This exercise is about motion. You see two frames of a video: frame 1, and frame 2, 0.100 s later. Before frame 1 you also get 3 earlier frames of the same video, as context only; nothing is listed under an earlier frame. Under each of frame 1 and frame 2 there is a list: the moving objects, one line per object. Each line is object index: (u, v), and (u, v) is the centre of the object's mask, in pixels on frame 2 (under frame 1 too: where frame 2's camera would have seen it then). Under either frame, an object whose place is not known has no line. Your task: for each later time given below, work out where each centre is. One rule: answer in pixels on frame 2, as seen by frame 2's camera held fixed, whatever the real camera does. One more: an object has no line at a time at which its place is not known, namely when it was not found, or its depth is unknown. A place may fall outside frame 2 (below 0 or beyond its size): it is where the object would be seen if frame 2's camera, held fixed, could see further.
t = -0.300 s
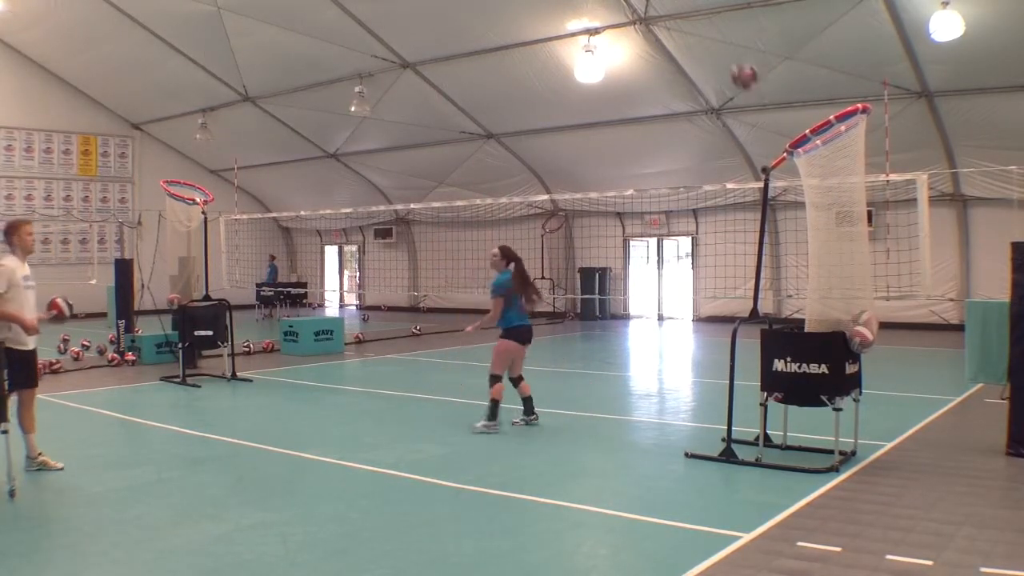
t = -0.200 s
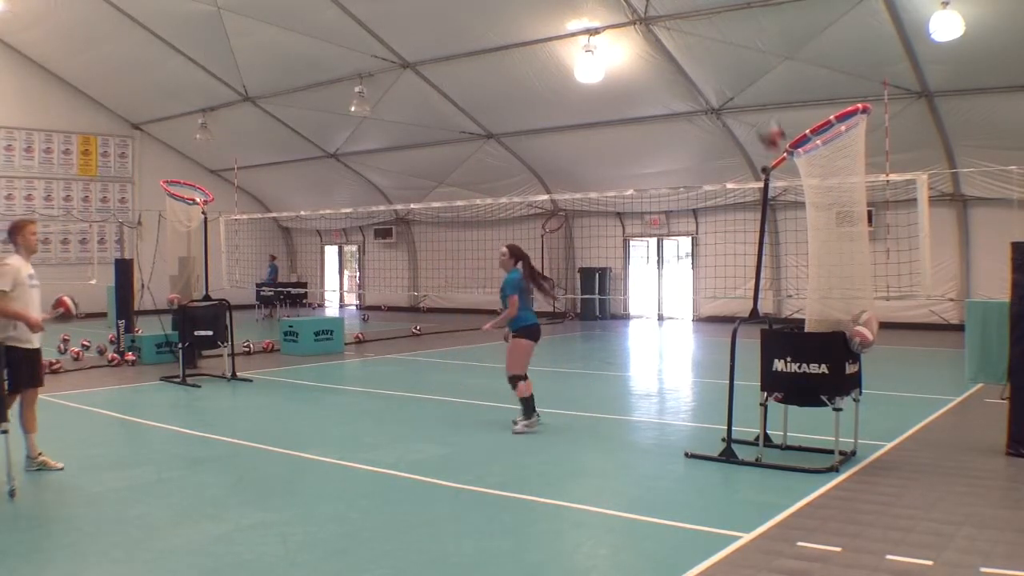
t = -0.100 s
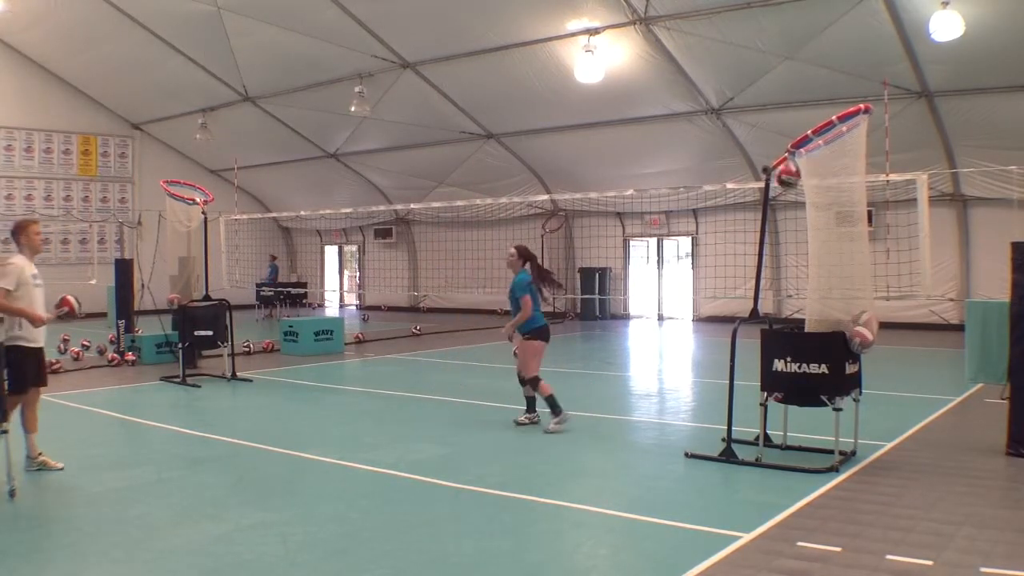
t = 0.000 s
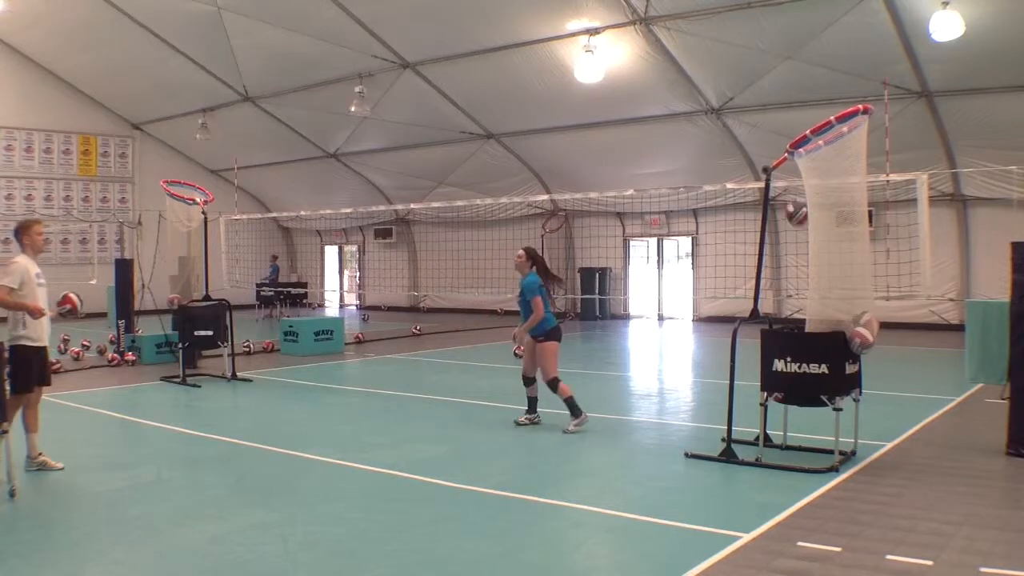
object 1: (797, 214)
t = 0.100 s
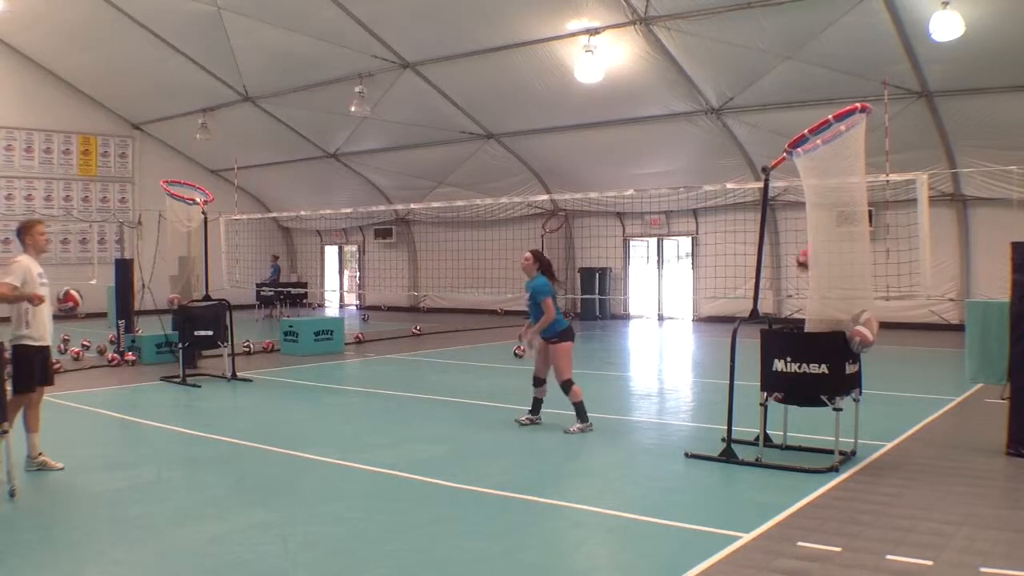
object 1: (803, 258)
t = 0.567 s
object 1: (760, 327)
